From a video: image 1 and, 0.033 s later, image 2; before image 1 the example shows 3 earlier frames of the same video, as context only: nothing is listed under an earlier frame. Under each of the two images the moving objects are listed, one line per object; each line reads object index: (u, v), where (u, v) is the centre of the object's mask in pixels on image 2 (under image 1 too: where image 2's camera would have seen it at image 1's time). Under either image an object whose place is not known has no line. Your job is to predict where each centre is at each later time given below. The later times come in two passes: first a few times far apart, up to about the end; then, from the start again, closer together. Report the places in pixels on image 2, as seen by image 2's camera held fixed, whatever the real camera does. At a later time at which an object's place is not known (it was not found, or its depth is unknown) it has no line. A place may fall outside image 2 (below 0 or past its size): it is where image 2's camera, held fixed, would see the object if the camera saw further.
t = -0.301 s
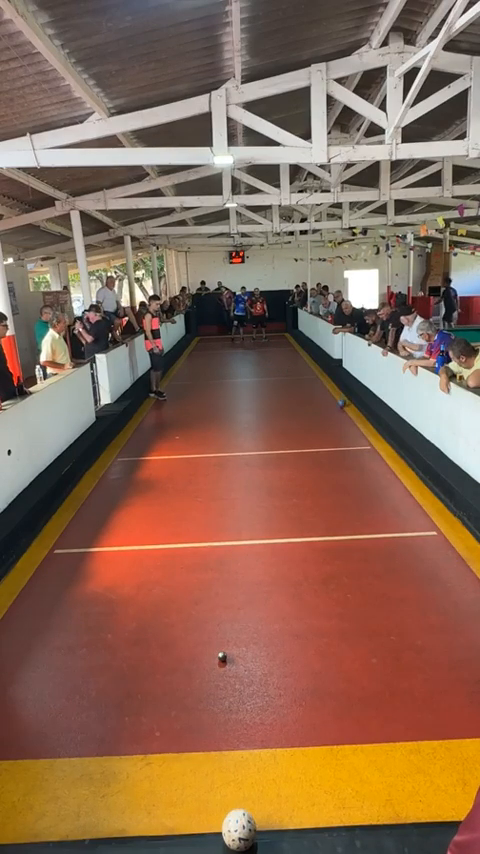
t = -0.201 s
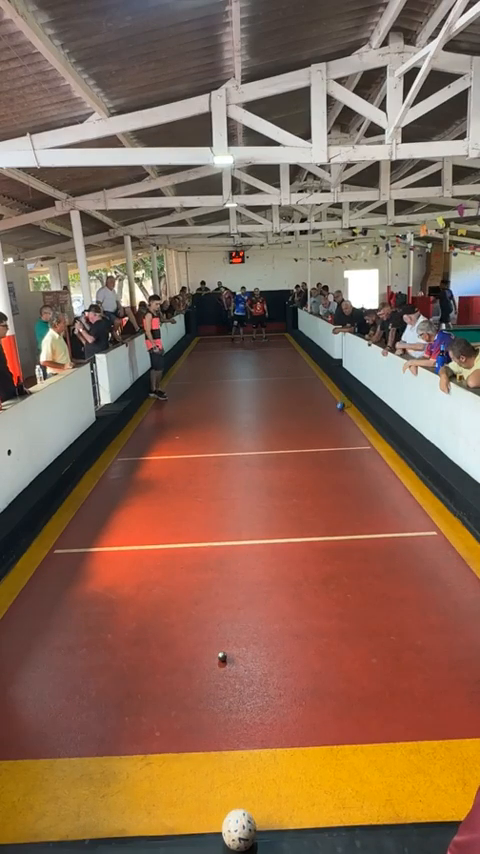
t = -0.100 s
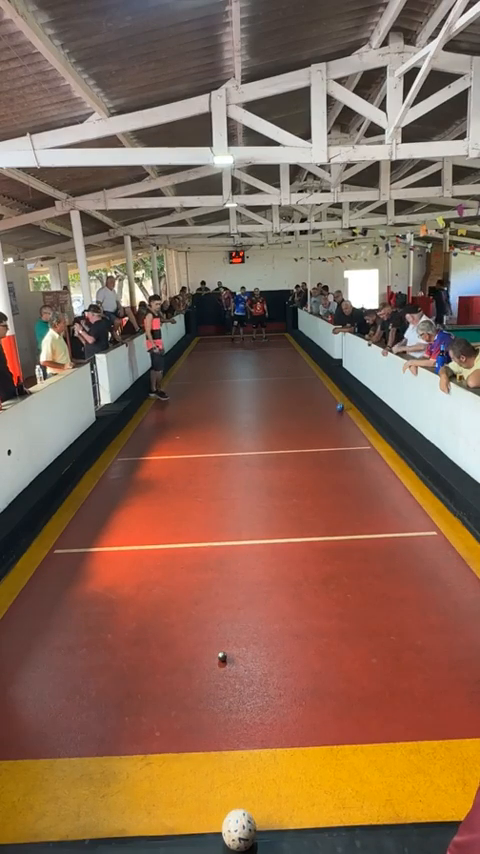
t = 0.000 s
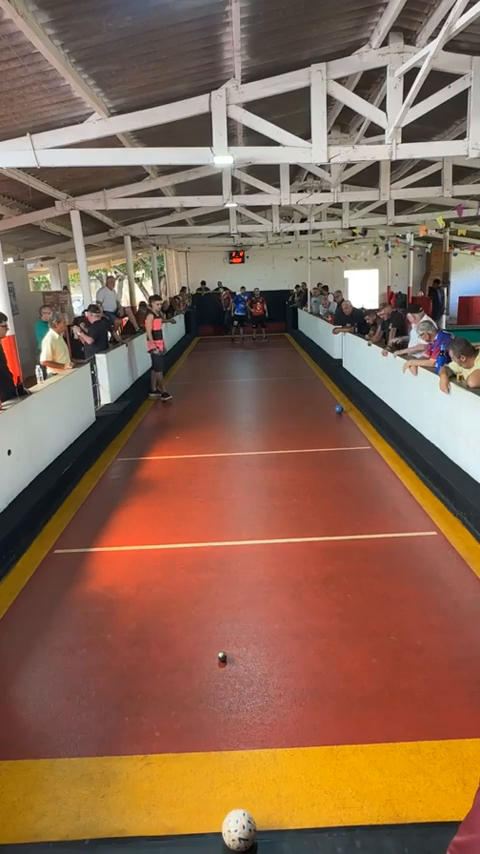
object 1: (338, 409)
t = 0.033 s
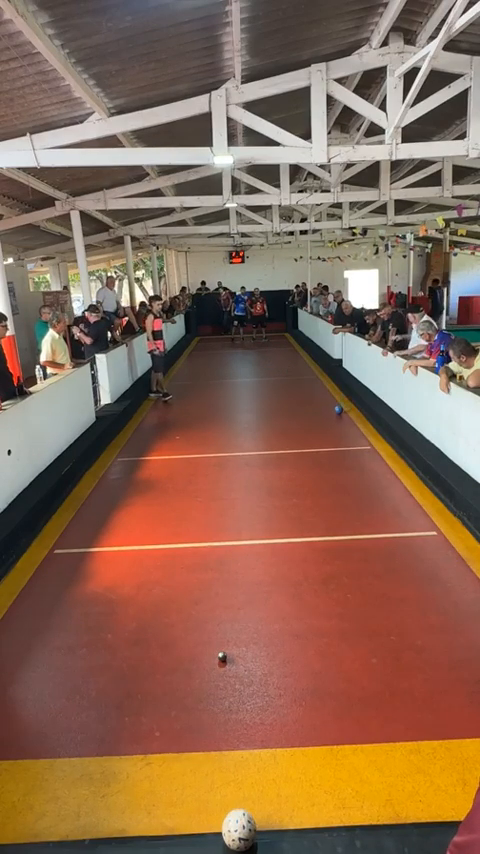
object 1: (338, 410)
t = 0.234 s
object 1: (336, 415)
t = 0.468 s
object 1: (333, 420)
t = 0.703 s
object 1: (330, 425)
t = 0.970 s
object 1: (327, 431)
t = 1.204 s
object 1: (324, 437)
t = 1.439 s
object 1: (321, 442)
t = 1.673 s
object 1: (317, 448)
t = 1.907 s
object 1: (314, 454)
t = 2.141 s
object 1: (311, 460)
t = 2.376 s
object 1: (307, 467)
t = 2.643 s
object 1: (302, 475)
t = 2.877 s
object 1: (298, 482)
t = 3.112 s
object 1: (293, 489)
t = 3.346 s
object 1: (289, 495)
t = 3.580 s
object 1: (284, 502)
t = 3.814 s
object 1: (279, 509)
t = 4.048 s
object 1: (274, 516)
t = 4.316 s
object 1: (269, 524)
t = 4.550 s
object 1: (264, 531)
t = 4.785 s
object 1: (259, 537)
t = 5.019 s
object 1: (255, 544)
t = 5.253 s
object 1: (250, 551)
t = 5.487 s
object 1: (245, 557)
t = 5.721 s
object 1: (240, 562)
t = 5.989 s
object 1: (235, 569)
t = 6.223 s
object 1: (230, 574)
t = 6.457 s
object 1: (225, 579)
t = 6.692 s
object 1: (221, 583)
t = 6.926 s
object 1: (217, 587)
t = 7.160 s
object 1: (213, 590)
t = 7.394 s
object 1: (210, 592)
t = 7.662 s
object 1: (208, 594)
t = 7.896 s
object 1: (207, 596)
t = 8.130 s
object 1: (207, 597)
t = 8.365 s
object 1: (207, 597)
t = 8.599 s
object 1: (207, 597)
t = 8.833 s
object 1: (207, 597)
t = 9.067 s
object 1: (207, 598)
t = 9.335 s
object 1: (207, 597)
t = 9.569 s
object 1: (207, 597)
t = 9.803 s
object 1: (207, 597)
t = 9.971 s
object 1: (207, 597)
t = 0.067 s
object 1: (338, 410)
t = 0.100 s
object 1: (337, 412)
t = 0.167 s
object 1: (336, 414)
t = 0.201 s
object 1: (336, 414)
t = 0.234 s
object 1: (336, 415)
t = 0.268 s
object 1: (335, 415)
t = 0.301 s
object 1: (335, 416)
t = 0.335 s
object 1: (334, 417)
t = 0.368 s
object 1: (334, 418)
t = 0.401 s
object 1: (334, 419)
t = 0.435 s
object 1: (333, 419)
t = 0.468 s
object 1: (333, 420)
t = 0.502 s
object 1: (333, 421)
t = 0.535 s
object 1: (332, 421)
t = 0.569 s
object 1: (332, 422)
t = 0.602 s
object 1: (332, 423)
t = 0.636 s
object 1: (331, 424)
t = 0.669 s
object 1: (330, 424)
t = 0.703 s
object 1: (330, 425)
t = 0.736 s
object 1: (330, 426)
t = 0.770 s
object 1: (330, 426)
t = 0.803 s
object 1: (329, 427)
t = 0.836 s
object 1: (329, 428)
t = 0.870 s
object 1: (328, 429)
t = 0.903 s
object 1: (328, 430)
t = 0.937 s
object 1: (327, 430)
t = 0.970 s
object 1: (327, 431)
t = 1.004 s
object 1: (326, 432)
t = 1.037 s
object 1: (326, 433)
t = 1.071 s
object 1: (325, 434)
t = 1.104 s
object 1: (325, 435)
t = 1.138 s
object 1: (325, 435)
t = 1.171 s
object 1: (324, 436)
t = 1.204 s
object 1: (324, 437)
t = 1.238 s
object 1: (324, 438)
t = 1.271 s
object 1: (323, 438)
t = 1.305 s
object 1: (322, 439)
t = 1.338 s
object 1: (322, 439)
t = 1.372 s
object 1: (322, 441)
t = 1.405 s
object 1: (321, 442)
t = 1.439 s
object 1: (321, 442)
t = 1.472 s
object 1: (320, 443)
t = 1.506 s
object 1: (320, 444)
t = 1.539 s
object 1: (319, 445)
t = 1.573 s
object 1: (319, 446)
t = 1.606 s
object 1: (318, 447)
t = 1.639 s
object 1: (318, 447)
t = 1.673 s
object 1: (317, 448)
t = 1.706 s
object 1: (317, 449)
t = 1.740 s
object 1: (316, 450)
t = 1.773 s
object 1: (316, 451)
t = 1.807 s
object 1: (315, 452)
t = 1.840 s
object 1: (315, 453)
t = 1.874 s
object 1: (314, 453)
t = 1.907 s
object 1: (314, 454)
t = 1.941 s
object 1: (314, 455)
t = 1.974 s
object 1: (313, 456)
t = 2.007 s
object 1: (312, 457)
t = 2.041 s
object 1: (312, 458)
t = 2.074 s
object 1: (312, 459)
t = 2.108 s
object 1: (311, 460)
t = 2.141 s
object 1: (311, 460)
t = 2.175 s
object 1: (310, 462)
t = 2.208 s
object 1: (310, 463)
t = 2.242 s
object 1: (309, 463)
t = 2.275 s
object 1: (308, 465)
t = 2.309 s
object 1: (308, 466)
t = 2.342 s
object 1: (307, 467)
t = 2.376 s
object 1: (307, 467)
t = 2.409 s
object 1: (306, 468)
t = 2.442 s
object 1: (306, 469)
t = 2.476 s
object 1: (305, 470)
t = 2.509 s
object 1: (304, 471)
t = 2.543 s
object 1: (304, 472)
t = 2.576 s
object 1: (303, 473)
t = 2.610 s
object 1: (302, 474)
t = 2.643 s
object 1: (302, 475)
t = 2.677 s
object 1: (301, 476)
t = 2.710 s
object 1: (301, 477)
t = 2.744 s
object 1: (300, 478)
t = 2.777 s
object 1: (300, 479)
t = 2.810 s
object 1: (299, 480)
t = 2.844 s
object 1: (298, 481)
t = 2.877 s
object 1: (298, 482)
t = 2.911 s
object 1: (297, 483)
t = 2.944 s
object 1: (296, 484)
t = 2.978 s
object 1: (296, 484)
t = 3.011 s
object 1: (295, 485)
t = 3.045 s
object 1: (294, 486)
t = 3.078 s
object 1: (294, 488)
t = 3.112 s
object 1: (293, 489)
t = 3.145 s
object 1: (292, 490)
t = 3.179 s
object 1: (292, 490)
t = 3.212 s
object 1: (291, 491)
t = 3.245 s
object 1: (291, 492)
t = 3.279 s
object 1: (290, 493)
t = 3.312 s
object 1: (289, 494)
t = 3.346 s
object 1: (289, 495)
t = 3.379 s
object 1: (288, 496)
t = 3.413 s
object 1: (287, 497)
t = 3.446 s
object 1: (287, 498)
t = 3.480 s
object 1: (286, 499)
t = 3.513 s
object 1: (285, 500)
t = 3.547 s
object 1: (285, 501)
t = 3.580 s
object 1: (284, 502)
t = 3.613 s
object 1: (283, 503)
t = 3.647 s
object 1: (283, 504)
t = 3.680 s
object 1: (282, 505)
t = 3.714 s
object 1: (281, 506)
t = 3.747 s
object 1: (280, 507)
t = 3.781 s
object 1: (280, 508)
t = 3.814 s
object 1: (279, 509)
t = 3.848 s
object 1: (279, 510)
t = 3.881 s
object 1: (277, 511)
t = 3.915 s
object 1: (277, 512)
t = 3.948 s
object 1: (276, 513)
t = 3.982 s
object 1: (275, 514)
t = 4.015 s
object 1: (275, 515)
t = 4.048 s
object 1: (274, 516)
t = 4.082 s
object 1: (273, 516)
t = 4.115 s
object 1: (273, 518)
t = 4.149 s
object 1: (272, 519)
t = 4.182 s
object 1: (271, 520)
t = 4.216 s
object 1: (271, 521)
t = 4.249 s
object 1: (270, 522)
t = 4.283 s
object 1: (269, 523)
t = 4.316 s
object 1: (269, 524)
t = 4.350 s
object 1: (268, 525)
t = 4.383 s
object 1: (268, 526)
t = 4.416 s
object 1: (267, 527)
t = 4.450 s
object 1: (267, 528)
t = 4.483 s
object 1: (265, 528)
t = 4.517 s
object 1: (265, 529)
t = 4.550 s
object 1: (264, 531)
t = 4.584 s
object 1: (264, 531)
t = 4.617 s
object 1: (263, 532)
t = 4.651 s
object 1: (262, 533)
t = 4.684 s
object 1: (261, 535)
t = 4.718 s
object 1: (261, 536)
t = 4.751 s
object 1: (260, 537)
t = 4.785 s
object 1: (259, 537)
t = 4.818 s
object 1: (259, 538)
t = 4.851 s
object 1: (258, 539)
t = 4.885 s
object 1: (257, 540)
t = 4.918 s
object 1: (256, 541)
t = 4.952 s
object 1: (256, 542)
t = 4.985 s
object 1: (255, 543)
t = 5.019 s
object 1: (255, 544)
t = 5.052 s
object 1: (254, 545)
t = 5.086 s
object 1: (253, 546)
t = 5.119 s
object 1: (252, 547)
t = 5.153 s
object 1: (252, 548)
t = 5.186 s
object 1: (252, 549)
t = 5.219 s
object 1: (251, 550)
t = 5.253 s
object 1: (250, 551)
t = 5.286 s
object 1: (249, 552)
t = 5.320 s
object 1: (249, 552)
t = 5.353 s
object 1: (248, 553)
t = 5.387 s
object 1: (247, 554)
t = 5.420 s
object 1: (246, 555)
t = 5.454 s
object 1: (245, 556)
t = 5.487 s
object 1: (245, 557)
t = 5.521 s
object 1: (244, 558)
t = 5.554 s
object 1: (243, 558)
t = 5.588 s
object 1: (243, 559)
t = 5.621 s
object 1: (242, 560)
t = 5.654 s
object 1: (241, 561)
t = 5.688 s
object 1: (241, 561)
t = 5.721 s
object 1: (240, 562)
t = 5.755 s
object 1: (239, 563)
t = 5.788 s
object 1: (239, 564)
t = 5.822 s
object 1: (238, 565)
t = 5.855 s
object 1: (237, 566)
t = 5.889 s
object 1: (237, 567)
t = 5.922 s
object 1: (236, 567)
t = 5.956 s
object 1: (235, 568)
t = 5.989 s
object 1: (235, 569)
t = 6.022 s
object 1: (234, 570)
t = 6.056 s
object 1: (234, 570)
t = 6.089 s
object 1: (233, 571)
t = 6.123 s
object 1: (232, 572)
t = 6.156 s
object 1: (232, 573)
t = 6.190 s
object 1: (231, 574)
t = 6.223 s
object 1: (230, 574)
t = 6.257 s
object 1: (229, 576)
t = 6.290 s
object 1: (229, 576)
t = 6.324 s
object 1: (228, 576)
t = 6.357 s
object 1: (227, 577)
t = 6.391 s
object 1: (227, 578)
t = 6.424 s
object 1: (226, 578)
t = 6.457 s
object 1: (225, 579)
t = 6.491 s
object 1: (225, 580)
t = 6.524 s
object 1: (224, 580)
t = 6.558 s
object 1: (223, 581)
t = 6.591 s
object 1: (222, 582)
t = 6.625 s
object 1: (222, 582)
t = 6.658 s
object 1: (222, 582)
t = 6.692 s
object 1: (221, 583)
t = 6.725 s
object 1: (221, 584)
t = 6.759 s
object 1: (220, 584)
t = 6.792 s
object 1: (219, 585)
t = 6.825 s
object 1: (219, 586)
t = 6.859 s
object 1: (218, 586)
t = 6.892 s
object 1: (218, 586)
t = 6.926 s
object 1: (217, 587)
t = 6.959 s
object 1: (217, 587)
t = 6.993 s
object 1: (216, 587)
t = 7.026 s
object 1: (215, 588)
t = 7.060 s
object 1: (215, 589)
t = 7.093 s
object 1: (214, 589)
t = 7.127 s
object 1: (214, 589)
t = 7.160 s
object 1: (213, 590)
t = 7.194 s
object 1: (213, 590)
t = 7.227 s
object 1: (212, 590)
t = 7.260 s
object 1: (212, 591)
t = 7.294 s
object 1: (212, 591)
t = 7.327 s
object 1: (211, 591)
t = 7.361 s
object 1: (211, 592)
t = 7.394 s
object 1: (210, 592)
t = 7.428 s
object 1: (210, 592)
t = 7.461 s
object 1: (210, 592)
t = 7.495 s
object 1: (209, 593)
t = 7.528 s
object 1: (209, 593)
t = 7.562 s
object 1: (209, 593)
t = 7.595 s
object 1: (209, 594)
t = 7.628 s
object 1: (209, 594)
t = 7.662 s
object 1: (208, 594)
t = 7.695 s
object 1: (208, 595)
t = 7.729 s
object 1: (208, 595)
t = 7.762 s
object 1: (208, 595)
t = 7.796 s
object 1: (208, 595)
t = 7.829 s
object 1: (208, 595)
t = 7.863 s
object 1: (207, 596)
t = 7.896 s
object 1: (207, 596)
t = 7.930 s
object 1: (207, 596)
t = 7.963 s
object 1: (207, 596)
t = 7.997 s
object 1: (207, 596)
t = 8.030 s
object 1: (207, 596)
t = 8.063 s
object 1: (207, 597)
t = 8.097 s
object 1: (207, 597)
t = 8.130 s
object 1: (207, 597)
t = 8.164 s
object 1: (207, 597)
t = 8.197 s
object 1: (207, 597)
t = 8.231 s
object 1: (207, 597)
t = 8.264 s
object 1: (207, 597)
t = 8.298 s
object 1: (207, 597)
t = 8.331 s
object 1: (207, 597)
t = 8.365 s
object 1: (207, 597)
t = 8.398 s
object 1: (207, 597)
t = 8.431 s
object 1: (207, 597)
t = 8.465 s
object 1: (207, 597)
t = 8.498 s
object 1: (207, 597)
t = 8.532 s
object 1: (207, 597)
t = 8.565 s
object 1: (207, 597)
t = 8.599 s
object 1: (207, 597)
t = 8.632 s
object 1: (207, 597)
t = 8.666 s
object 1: (207, 597)
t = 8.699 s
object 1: (207, 597)
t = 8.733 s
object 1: (207, 597)
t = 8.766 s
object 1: (207, 597)
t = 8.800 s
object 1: (207, 597)
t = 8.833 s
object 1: (207, 597)
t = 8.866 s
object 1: (207, 597)
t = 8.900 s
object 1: (207, 597)
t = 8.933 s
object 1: (207, 597)
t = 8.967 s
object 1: (207, 597)
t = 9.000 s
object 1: (207, 597)
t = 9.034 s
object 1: (207, 597)
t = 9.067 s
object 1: (207, 598)
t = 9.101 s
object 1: (207, 598)
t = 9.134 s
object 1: (207, 597)
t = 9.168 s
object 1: (207, 598)
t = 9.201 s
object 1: (207, 598)
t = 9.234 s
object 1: (207, 598)
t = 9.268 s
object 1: (207, 597)
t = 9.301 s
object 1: (207, 597)
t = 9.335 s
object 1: (207, 597)
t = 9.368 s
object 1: (207, 597)
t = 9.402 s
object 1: (207, 597)
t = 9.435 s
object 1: (207, 597)
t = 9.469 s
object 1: (207, 597)
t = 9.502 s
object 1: (207, 597)
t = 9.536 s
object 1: (207, 597)
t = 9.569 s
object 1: (207, 597)
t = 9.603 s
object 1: (207, 597)
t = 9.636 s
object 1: (207, 597)
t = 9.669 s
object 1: (207, 597)
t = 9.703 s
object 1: (207, 597)
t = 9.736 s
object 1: (207, 597)
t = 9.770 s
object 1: (207, 597)
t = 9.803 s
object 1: (207, 597)
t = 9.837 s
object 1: (207, 597)
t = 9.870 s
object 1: (207, 597)
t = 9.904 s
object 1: (207, 597)
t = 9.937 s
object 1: (207, 597)
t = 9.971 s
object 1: (207, 597)
